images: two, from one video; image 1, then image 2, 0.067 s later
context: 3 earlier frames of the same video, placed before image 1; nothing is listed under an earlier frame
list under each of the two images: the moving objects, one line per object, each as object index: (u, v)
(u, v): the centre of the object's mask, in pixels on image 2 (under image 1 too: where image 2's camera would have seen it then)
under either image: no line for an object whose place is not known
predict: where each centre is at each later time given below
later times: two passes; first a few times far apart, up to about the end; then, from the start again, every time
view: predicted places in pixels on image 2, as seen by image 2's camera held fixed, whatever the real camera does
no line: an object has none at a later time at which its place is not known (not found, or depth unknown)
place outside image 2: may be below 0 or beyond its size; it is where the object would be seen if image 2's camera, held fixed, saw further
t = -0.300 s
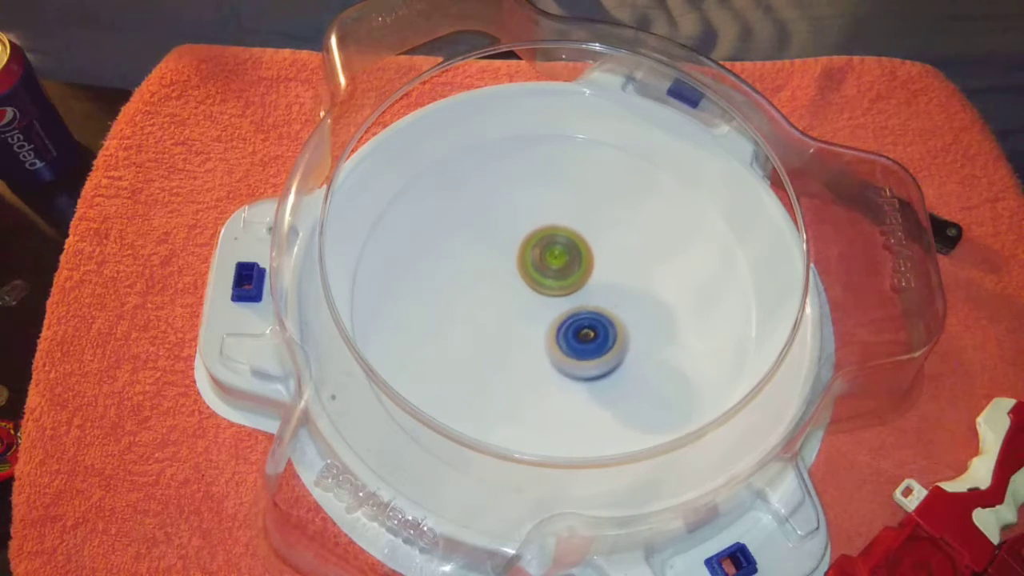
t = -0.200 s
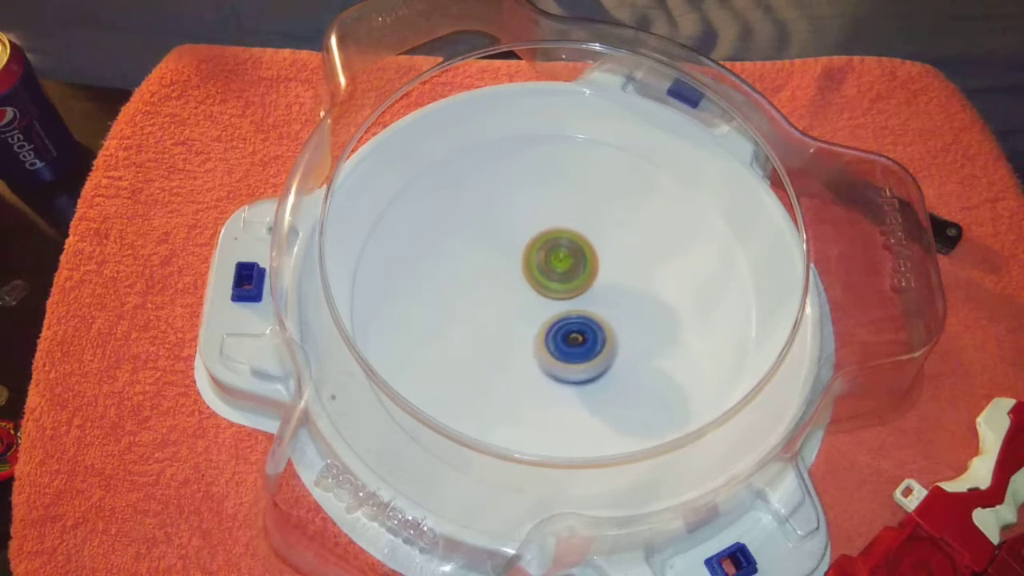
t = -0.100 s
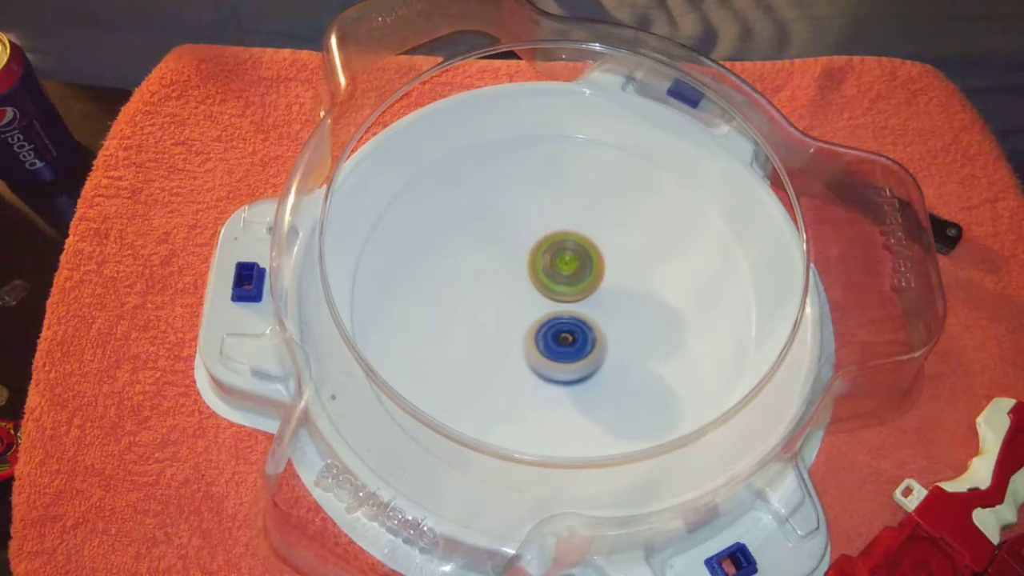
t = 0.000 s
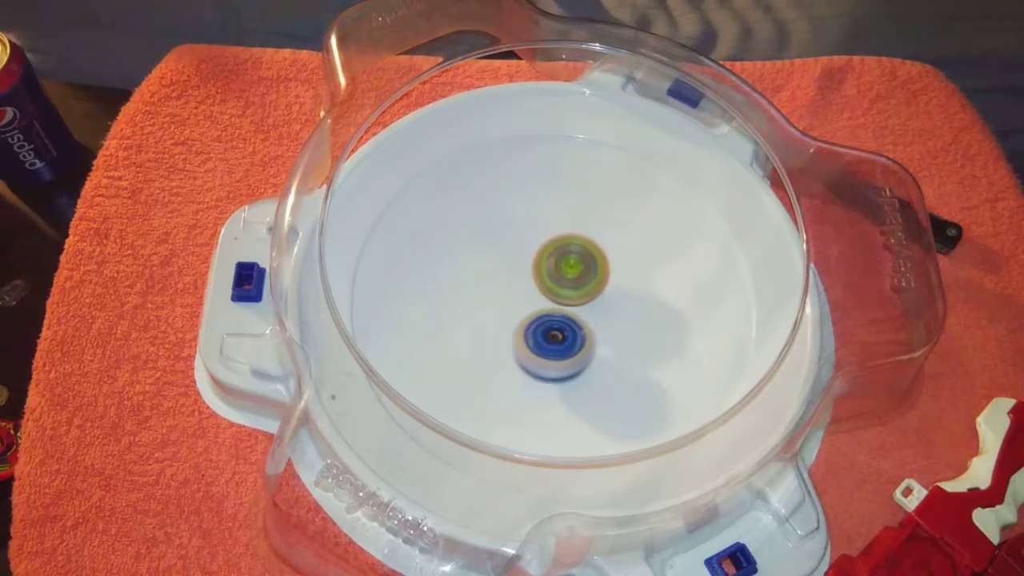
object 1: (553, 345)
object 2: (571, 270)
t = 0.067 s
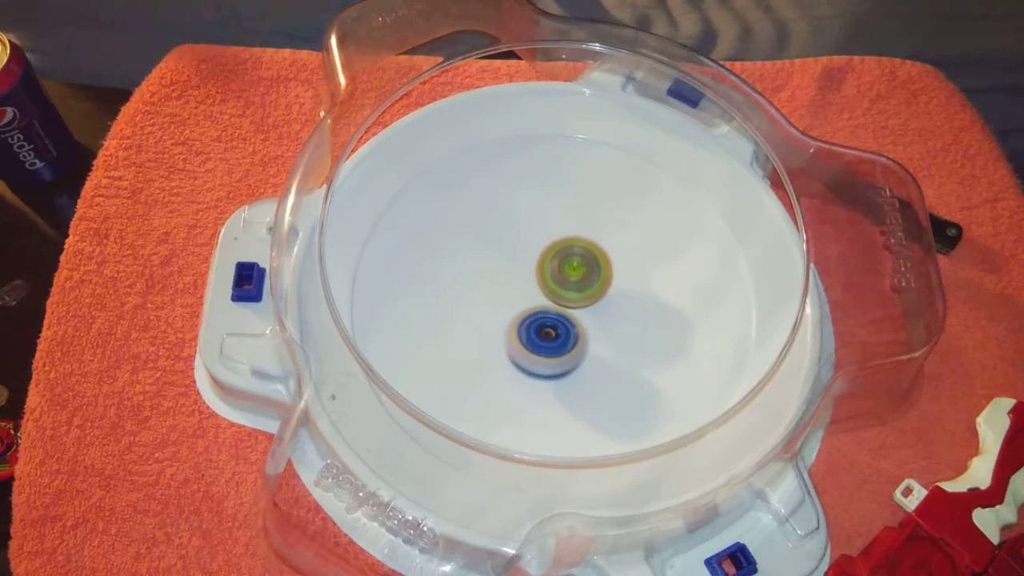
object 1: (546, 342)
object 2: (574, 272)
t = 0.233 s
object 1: (529, 333)
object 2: (581, 276)
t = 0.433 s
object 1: (513, 314)
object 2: (586, 280)
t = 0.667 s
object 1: (510, 288)
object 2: (591, 287)
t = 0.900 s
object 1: (516, 266)
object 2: (599, 295)
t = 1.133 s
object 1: (535, 249)
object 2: (594, 304)
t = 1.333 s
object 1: (555, 247)
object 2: (589, 320)
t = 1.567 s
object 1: (581, 260)
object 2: (585, 337)
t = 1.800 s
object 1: (602, 273)
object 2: (573, 355)
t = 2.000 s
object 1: (601, 290)
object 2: (561, 357)
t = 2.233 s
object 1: (585, 304)
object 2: (532, 359)
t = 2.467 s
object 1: (562, 306)
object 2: (503, 355)
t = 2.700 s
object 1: (550, 295)
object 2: (488, 341)
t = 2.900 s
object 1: (546, 275)
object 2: (477, 326)
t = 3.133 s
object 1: (589, 237)
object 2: (446, 307)
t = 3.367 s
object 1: (608, 219)
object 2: (458, 286)
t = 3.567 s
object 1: (614, 231)
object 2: (490, 259)
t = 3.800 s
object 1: (606, 266)
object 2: (533, 233)
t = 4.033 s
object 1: (585, 314)
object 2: (557, 218)
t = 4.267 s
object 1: (550, 345)
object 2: (585, 235)
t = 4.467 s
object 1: (521, 348)
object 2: (606, 255)
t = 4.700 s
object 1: (501, 328)
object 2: (621, 291)
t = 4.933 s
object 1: (505, 293)
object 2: (621, 325)
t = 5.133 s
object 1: (526, 263)
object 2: (608, 344)
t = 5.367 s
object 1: (563, 244)
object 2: (580, 352)
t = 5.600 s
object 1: (596, 249)
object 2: (542, 343)
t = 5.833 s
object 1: (612, 277)
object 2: (511, 326)
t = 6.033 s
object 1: (605, 309)
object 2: (500, 306)
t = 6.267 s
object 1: (575, 339)
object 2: (506, 277)
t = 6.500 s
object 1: (536, 342)
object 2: (522, 251)
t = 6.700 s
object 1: (511, 325)
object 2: (543, 242)
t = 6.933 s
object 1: (506, 291)
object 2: (574, 242)
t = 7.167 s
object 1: (524, 257)
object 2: (605, 252)
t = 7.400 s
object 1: (557, 245)
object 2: (633, 274)
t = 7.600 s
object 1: (581, 252)
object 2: (643, 303)
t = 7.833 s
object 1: (595, 271)
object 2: (631, 346)
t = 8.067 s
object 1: (583, 292)
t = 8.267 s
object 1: (564, 308)
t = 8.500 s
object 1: (542, 296)
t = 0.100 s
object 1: (542, 340)
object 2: (576, 273)
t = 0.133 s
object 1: (539, 339)
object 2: (577, 274)
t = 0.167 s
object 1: (535, 337)
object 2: (578, 274)
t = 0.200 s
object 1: (532, 335)
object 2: (580, 275)
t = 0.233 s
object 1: (529, 333)
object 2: (581, 276)
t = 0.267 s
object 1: (526, 330)
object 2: (582, 276)
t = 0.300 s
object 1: (523, 328)
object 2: (582, 277)
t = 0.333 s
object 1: (520, 324)
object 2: (583, 278)
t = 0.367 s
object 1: (517, 321)
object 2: (585, 278)
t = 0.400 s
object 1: (515, 318)
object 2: (586, 279)
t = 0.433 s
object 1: (513, 314)
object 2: (586, 280)
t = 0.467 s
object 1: (512, 310)
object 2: (587, 280)
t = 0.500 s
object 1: (511, 306)
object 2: (587, 281)
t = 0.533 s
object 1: (509, 302)
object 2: (588, 282)
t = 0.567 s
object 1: (509, 299)
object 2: (589, 283)
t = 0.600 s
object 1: (509, 295)
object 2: (590, 285)
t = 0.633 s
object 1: (509, 292)
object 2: (590, 286)
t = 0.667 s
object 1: (510, 288)
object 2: (591, 287)
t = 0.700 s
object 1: (508, 284)
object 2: (594, 289)
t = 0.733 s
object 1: (507, 280)
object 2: (596, 291)
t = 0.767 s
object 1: (508, 276)
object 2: (597, 292)
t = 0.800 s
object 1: (510, 273)
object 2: (598, 293)
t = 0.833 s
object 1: (512, 271)
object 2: (599, 294)
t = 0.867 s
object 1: (514, 268)
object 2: (599, 295)
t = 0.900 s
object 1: (516, 266)
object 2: (599, 295)
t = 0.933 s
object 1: (519, 263)
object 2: (600, 297)
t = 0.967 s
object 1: (522, 261)
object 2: (599, 298)
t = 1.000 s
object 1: (525, 259)
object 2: (598, 298)
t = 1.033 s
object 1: (528, 257)
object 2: (596, 299)
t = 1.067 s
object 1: (530, 254)
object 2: (595, 301)
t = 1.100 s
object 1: (532, 251)
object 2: (595, 303)
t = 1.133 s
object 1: (535, 249)
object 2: (594, 304)
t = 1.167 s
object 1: (538, 249)
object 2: (593, 306)
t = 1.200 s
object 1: (542, 249)
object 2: (591, 308)
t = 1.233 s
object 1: (546, 249)
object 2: (590, 310)
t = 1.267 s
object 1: (549, 249)
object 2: (589, 312)
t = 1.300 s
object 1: (552, 248)
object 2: (589, 316)
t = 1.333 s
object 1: (555, 247)
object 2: (589, 320)
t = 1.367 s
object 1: (559, 247)
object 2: (589, 324)
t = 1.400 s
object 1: (563, 248)
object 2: (588, 327)
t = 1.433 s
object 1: (567, 250)
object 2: (587, 330)
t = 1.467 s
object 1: (571, 252)
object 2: (587, 332)
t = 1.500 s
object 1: (574, 255)
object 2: (587, 334)
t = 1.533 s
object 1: (578, 257)
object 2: (586, 336)
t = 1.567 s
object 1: (581, 260)
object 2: (585, 337)
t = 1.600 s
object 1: (583, 263)
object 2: (584, 338)
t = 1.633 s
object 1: (586, 266)
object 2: (584, 338)
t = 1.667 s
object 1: (588, 269)
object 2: (582, 340)
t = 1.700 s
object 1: (591, 270)
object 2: (579, 345)
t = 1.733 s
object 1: (595, 270)
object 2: (577, 349)
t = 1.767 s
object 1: (598, 271)
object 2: (575, 352)
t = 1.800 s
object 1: (602, 273)
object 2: (573, 355)
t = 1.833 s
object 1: (604, 274)
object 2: (571, 356)
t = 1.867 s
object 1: (606, 276)
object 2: (570, 357)
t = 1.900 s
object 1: (606, 279)
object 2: (568, 358)
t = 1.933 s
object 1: (605, 283)
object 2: (565, 358)
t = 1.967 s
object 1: (603, 287)
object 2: (563, 358)
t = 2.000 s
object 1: (601, 290)
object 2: (561, 357)
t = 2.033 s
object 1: (598, 294)
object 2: (559, 357)
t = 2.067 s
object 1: (597, 295)
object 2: (554, 358)
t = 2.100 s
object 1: (595, 297)
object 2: (550, 358)
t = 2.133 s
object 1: (593, 299)
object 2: (546, 359)
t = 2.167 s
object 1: (591, 301)
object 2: (541, 359)
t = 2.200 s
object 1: (588, 302)
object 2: (537, 359)
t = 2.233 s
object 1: (585, 304)
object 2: (532, 359)
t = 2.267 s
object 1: (581, 305)
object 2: (527, 359)
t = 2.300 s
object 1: (578, 306)
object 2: (522, 359)
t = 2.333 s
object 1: (575, 306)
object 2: (518, 359)
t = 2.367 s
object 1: (571, 306)
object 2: (514, 358)
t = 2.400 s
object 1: (568, 307)
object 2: (511, 358)
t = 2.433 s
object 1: (565, 306)
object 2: (507, 357)
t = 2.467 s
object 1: (562, 306)
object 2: (503, 355)
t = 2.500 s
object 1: (560, 305)
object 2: (499, 354)
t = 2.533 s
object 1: (560, 302)
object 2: (495, 354)
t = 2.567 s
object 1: (558, 301)
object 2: (493, 353)
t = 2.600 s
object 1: (556, 300)
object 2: (491, 351)
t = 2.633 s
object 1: (554, 298)
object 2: (490, 348)
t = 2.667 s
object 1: (551, 297)
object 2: (490, 345)
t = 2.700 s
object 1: (550, 295)
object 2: (488, 341)
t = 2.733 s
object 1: (553, 291)
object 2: (482, 341)
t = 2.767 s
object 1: (553, 288)
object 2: (478, 339)
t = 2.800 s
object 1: (551, 284)
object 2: (476, 337)
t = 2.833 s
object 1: (549, 281)
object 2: (475, 334)
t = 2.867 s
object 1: (547, 278)
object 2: (476, 330)
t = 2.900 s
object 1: (546, 275)
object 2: (477, 326)
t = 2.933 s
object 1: (544, 272)
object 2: (479, 321)
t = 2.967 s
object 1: (543, 269)
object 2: (481, 315)
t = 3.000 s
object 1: (543, 266)
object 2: (482, 310)
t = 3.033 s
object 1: (556, 259)
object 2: (468, 309)
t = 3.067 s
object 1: (571, 251)
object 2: (456, 308)
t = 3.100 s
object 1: (581, 242)
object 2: (449, 308)
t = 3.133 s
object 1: (589, 237)
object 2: (446, 307)
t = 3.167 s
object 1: (593, 232)
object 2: (444, 305)
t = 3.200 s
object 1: (597, 228)
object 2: (444, 303)
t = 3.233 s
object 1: (599, 224)
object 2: (446, 300)
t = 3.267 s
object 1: (602, 222)
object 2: (448, 297)
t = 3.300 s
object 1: (604, 220)
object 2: (451, 293)
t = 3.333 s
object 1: (606, 219)
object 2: (454, 290)
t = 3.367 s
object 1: (608, 219)
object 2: (458, 286)
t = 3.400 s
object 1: (609, 219)
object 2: (463, 282)
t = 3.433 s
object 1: (611, 220)
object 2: (468, 277)
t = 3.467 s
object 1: (612, 222)
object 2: (473, 273)
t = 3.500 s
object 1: (613, 224)
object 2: (479, 268)
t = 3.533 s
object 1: (614, 228)
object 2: (484, 264)
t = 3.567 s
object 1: (614, 231)
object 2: (490, 259)
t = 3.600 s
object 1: (614, 235)
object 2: (496, 254)
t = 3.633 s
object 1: (613, 239)
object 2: (502, 249)
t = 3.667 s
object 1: (613, 244)
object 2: (509, 246)
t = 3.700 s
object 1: (611, 249)
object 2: (515, 242)
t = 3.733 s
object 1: (610, 255)
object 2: (521, 239)
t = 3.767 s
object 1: (608, 260)
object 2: (527, 236)
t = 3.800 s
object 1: (606, 266)
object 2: (533, 233)
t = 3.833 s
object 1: (605, 273)
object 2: (537, 228)
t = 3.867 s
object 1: (603, 280)
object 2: (540, 224)
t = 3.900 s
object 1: (600, 287)
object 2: (543, 221)
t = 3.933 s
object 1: (597, 294)
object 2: (546, 219)
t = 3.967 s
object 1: (593, 301)
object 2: (549, 218)
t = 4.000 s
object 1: (589, 307)
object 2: (553, 218)
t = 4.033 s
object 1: (585, 314)
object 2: (557, 218)
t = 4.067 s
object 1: (581, 320)
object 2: (561, 219)
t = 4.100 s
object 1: (576, 326)
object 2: (566, 221)
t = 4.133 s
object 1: (571, 331)
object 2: (570, 223)
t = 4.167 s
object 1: (566, 335)
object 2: (574, 226)
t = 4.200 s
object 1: (560, 339)
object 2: (578, 229)
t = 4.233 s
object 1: (556, 343)
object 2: (581, 232)
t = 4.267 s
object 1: (550, 345)
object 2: (585, 235)
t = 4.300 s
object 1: (545, 347)
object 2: (589, 238)
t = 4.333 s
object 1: (540, 349)
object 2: (592, 241)
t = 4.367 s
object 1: (535, 350)
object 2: (596, 245)
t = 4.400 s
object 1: (530, 350)
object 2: (600, 248)
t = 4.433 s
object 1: (525, 349)
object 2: (603, 252)
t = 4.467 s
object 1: (521, 348)
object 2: (606, 255)
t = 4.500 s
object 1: (517, 347)
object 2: (609, 260)
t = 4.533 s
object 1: (513, 345)
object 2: (612, 265)
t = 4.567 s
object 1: (510, 342)
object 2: (615, 270)
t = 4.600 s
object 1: (507, 339)
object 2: (617, 275)
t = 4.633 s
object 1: (505, 336)
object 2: (618, 280)
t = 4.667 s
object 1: (502, 332)
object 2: (620, 285)
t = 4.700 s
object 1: (501, 328)
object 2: (621, 291)
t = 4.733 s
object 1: (500, 323)
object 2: (622, 296)
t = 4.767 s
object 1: (500, 318)
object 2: (623, 301)
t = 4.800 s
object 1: (500, 314)
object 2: (624, 307)
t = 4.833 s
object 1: (500, 308)
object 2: (624, 311)
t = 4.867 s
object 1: (502, 303)
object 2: (623, 316)
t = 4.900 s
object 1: (503, 298)
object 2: (622, 321)
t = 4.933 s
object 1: (505, 293)
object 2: (621, 325)
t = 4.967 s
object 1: (508, 287)
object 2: (620, 329)
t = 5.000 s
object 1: (511, 282)
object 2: (619, 333)
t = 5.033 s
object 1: (514, 277)
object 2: (617, 337)
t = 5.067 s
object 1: (518, 272)
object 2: (614, 339)
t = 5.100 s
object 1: (522, 267)
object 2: (611, 342)
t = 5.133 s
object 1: (526, 263)
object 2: (608, 344)
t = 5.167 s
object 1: (531, 259)
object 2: (605, 347)
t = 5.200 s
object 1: (536, 255)
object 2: (602, 348)
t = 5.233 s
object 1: (541, 252)
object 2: (598, 350)
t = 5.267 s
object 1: (547, 249)
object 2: (594, 351)
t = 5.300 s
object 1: (552, 247)
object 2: (590, 352)
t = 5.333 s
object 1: (558, 245)
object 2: (585, 352)
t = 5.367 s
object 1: (563, 244)
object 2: (580, 352)
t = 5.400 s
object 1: (569, 243)
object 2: (575, 351)
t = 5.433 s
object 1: (574, 243)
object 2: (570, 351)
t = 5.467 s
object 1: (579, 243)
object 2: (564, 349)
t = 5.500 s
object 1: (584, 244)
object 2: (558, 347)
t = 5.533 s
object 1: (588, 245)
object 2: (553, 346)
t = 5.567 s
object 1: (592, 247)
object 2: (547, 344)
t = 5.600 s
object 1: (596, 249)
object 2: (542, 343)
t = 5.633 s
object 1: (600, 251)
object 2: (537, 341)
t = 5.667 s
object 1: (603, 254)
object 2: (532, 339)
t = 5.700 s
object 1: (606, 258)
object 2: (527, 337)
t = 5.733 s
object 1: (608, 262)
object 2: (523, 335)
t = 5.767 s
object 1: (610, 267)
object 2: (518, 332)
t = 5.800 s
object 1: (611, 272)
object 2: (514, 329)
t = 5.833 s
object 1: (612, 277)
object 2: (511, 326)
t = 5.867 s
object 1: (612, 282)
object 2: (508, 323)
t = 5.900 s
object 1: (612, 287)
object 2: (506, 320)
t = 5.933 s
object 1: (611, 292)
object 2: (504, 316)
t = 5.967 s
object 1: (609, 298)
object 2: (502, 313)
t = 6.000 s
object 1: (607, 303)
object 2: (501, 309)
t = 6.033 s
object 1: (605, 309)
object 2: (500, 306)
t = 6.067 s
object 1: (602, 315)
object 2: (500, 302)
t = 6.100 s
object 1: (598, 320)
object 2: (500, 298)
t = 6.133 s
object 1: (594, 324)
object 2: (501, 294)
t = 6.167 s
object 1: (590, 328)
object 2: (502, 290)
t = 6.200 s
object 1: (585, 333)
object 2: (503, 285)
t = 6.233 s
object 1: (580, 336)
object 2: (504, 281)
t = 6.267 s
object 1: (575, 339)
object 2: (506, 277)
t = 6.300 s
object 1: (570, 341)
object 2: (507, 272)
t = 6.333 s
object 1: (565, 343)
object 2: (509, 268)
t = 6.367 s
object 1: (559, 344)
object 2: (511, 265)
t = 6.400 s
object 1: (553, 344)
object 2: (513, 261)
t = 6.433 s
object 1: (547, 344)
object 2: (516, 258)
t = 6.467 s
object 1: (542, 343)
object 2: (519, 255)
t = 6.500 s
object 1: (536, 342)
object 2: (522, 251)
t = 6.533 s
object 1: (531, 340)
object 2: (524, 249)
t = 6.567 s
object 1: (526, 338)
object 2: (527, 247)
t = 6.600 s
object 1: (522, 336)
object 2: (531, 245)
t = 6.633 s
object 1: (518, 333)
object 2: (535, 244)
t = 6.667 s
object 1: (514, 329)
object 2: (539, 243)
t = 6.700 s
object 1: (511, 325)
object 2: (543, 242)
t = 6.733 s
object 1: (509, 321)
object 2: (548, 241)
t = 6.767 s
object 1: (507, 316)
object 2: (552, 241)
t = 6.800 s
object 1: (506, 312)
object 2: (556, 241)
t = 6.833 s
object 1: (505, 306)
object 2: (561, 241)
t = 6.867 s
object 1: (505, 301)
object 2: (565, 241)
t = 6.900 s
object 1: (506, 296)
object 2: (569, 242)
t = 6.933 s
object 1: (506, 291)
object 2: (574, 242)
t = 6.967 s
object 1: (508, 285)
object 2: (577, 244)
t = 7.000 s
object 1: (510, 280)
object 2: (581, 245)
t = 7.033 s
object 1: (512, 275)
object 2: (585, 246)
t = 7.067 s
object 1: (513, 270)
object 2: (591, 247)
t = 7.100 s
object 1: (516, 265)
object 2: (596, 248)
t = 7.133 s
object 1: (520, 261)
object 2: (600, 250)
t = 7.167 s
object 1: (524, 257)
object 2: (605, 252)
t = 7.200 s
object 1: (527, 254)
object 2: (610, 254)
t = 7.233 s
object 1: (532, 251)
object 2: (615, 256)
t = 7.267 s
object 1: (538, 249)
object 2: (619, 259)
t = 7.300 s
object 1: (543, 247)
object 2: (623, 262)
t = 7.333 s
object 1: (548, 246)
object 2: (626, 266)
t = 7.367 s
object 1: (553, 245)
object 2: (629, 269)
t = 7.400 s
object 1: (557, 245)
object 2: (633, 274)
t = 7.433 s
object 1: (560, 244)
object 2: (637, 279)
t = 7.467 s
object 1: (565, 244)
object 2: (640, 285)
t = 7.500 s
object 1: (569, 246)
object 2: (642, 289)
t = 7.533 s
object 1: (573, 247)
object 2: (643, 294)
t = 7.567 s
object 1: (577, 250)
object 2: (644, 299)
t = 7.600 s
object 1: (581, 252)
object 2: (643, 303)
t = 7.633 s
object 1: (585, 254)
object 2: (642, 308)
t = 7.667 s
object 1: (588, 257)
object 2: (641, 313)
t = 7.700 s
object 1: (590, 260)
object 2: (641, 320)
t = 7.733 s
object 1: (592, 263)
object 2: (638, 327)
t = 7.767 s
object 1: (593, 267)
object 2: (635, 332)
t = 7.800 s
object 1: (595, 271)
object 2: (633, 337)
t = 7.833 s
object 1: (595, 271)
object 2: (631, 346)
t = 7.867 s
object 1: (594, 271)
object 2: (628, 357)
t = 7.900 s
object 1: (593, 273)
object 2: (625, 364)
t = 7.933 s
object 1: (592, 277)
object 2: (621, 369)
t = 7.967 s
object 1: (590, 280)
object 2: (618, 374)
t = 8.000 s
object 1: (588, 284)
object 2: (614, 378)
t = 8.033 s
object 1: (586, 288)
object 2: (609, 381)
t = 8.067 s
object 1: (583, 292)
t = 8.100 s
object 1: (580, 296)
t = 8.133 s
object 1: (577, 299)
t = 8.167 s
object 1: (574, 302)
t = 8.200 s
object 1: (571, 305)
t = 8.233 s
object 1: (567, 308)
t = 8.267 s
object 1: (564, 308)
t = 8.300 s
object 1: (562, 306)
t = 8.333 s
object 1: (557, 304)
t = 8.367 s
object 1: (553, 303)
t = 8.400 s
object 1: (549, 301)
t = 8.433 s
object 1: (546, 300)
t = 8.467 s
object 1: (544, 298)
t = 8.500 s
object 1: (542, 296)
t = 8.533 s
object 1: (540, 294)
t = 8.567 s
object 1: (541, 291)
